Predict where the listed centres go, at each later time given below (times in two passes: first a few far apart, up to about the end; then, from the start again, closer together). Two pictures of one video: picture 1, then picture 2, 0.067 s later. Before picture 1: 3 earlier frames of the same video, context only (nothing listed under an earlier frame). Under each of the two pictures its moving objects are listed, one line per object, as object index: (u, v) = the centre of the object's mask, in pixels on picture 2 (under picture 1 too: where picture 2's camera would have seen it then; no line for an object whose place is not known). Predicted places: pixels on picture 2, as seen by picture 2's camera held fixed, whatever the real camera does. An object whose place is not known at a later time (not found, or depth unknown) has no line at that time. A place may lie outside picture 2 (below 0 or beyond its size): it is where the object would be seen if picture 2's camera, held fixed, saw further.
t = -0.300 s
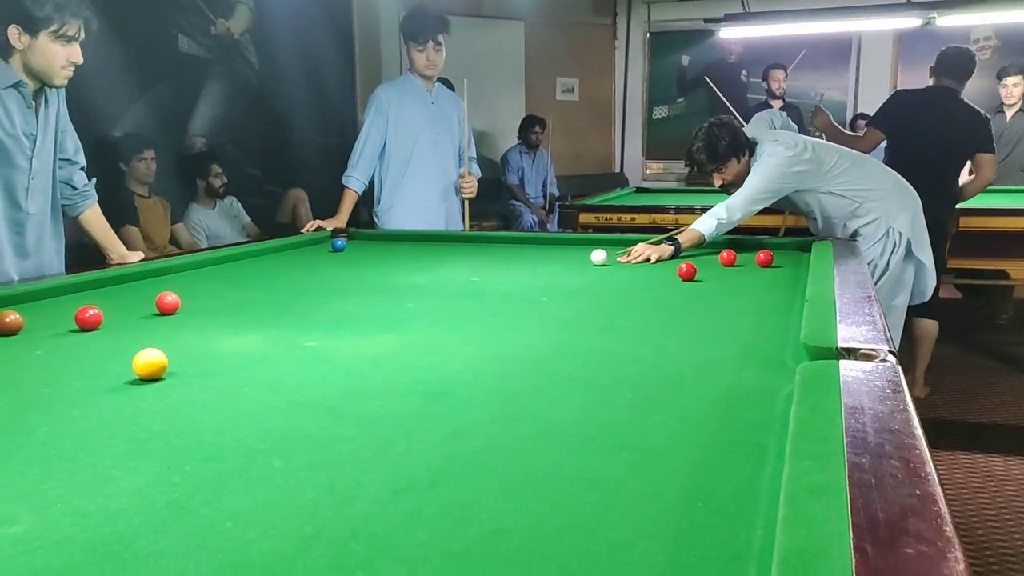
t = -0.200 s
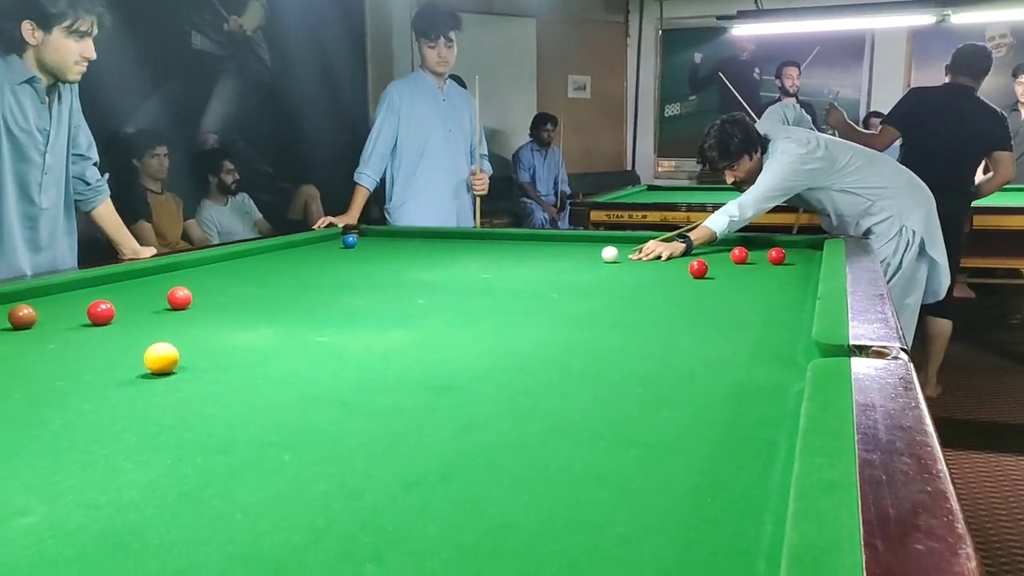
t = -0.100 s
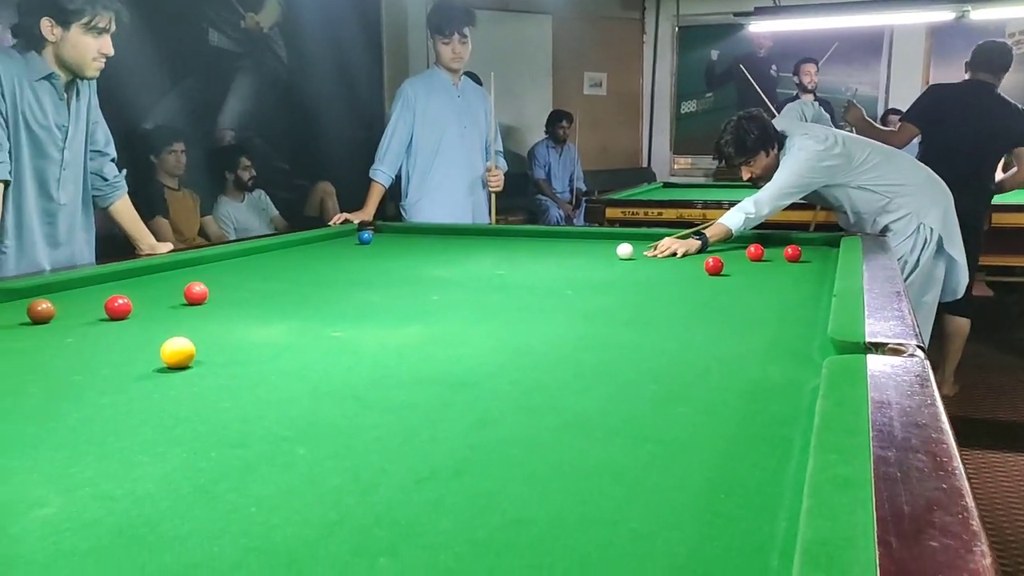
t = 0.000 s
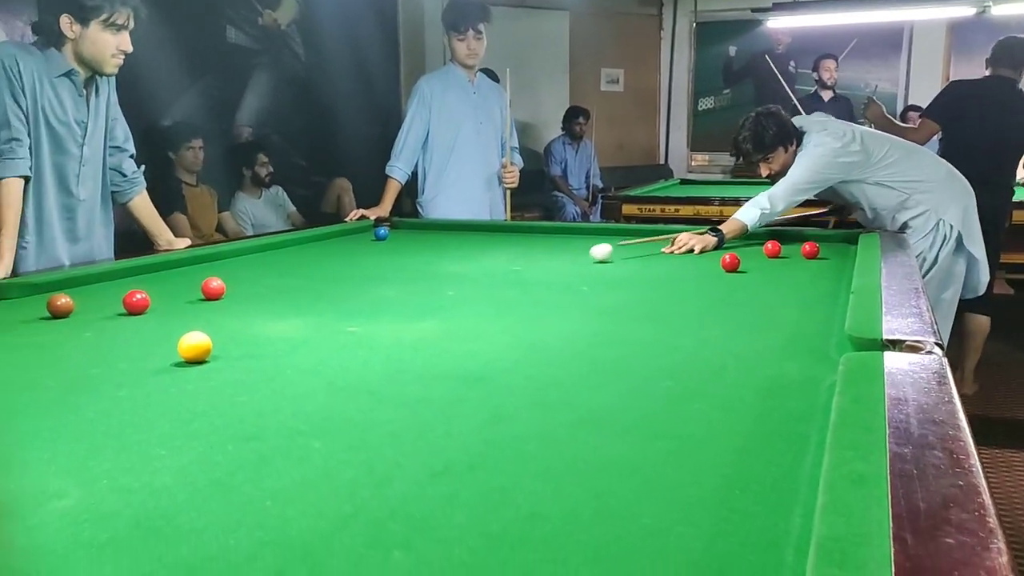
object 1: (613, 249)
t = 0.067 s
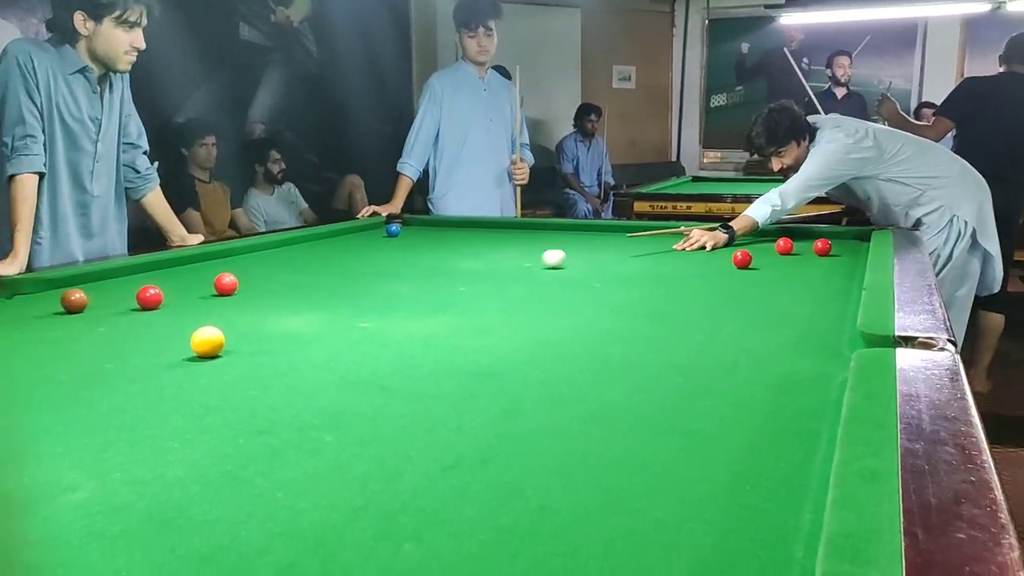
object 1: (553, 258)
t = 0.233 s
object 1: (385, 282)
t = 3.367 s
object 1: (786, 266)
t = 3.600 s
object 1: (842, 256)
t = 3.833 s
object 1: (846, 248)
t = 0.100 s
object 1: (522, 262)
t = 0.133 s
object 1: (490, 267)
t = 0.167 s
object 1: (456, 272)
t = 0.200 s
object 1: (421, 277)
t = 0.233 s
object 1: (385, 282)
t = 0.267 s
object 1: (347, 287)
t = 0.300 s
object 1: (307, 293)
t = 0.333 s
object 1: (265, 300)
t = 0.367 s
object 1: (219, 306)
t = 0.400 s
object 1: (170, 313)
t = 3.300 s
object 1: (769, 269)
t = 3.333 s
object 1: (778, 267)
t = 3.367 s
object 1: (786, 266)
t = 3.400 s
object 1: (795, 265)
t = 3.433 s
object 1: (803, 263)
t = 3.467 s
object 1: (811, 262)
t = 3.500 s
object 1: (819, 260)
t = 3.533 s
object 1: (827, 259)
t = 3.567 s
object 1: (835, 257)
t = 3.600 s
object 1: (842, 256)
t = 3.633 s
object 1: (850, 255)
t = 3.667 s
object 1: (856, 254)
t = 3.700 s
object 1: (858, 253)
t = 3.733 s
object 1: (855, 252)
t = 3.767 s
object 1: (852, 250)
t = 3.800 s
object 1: (849, 249)
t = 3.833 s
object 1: (846, 248)
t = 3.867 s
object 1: (843, 247)
